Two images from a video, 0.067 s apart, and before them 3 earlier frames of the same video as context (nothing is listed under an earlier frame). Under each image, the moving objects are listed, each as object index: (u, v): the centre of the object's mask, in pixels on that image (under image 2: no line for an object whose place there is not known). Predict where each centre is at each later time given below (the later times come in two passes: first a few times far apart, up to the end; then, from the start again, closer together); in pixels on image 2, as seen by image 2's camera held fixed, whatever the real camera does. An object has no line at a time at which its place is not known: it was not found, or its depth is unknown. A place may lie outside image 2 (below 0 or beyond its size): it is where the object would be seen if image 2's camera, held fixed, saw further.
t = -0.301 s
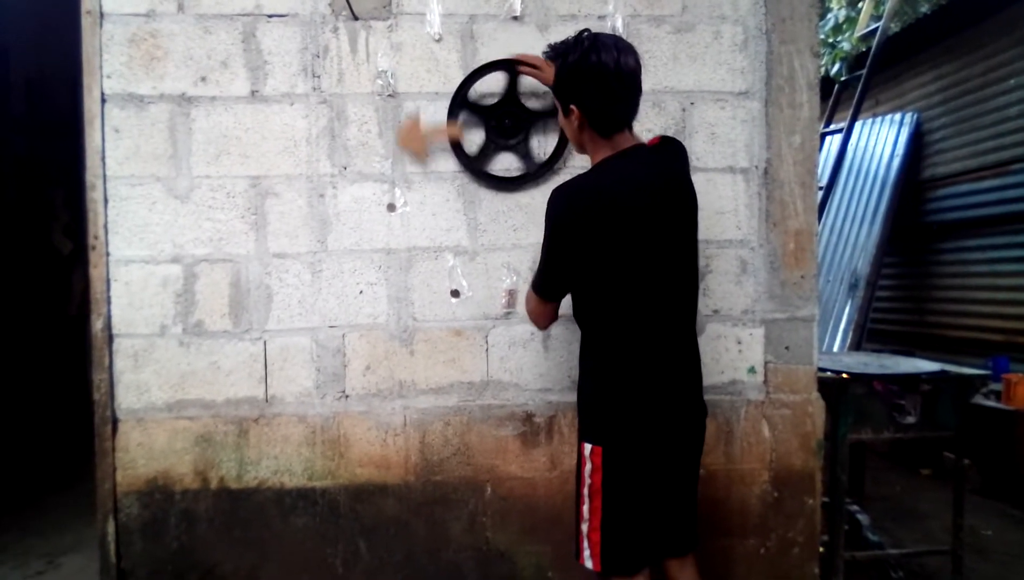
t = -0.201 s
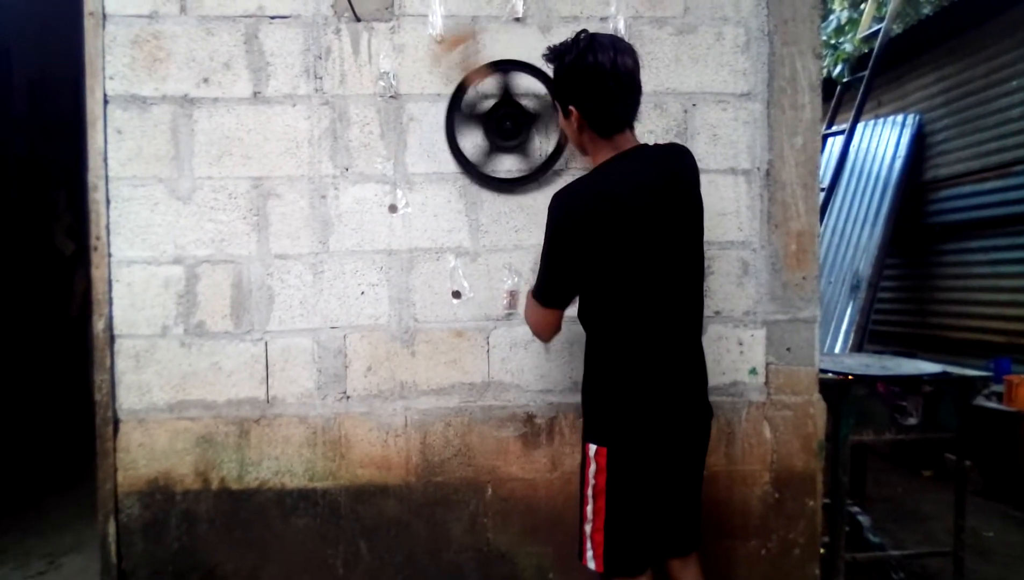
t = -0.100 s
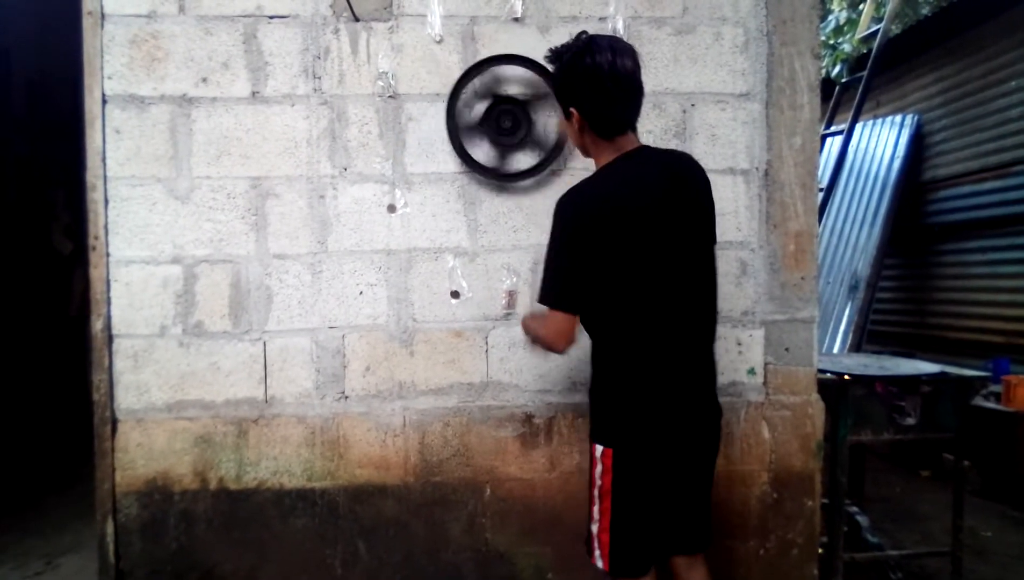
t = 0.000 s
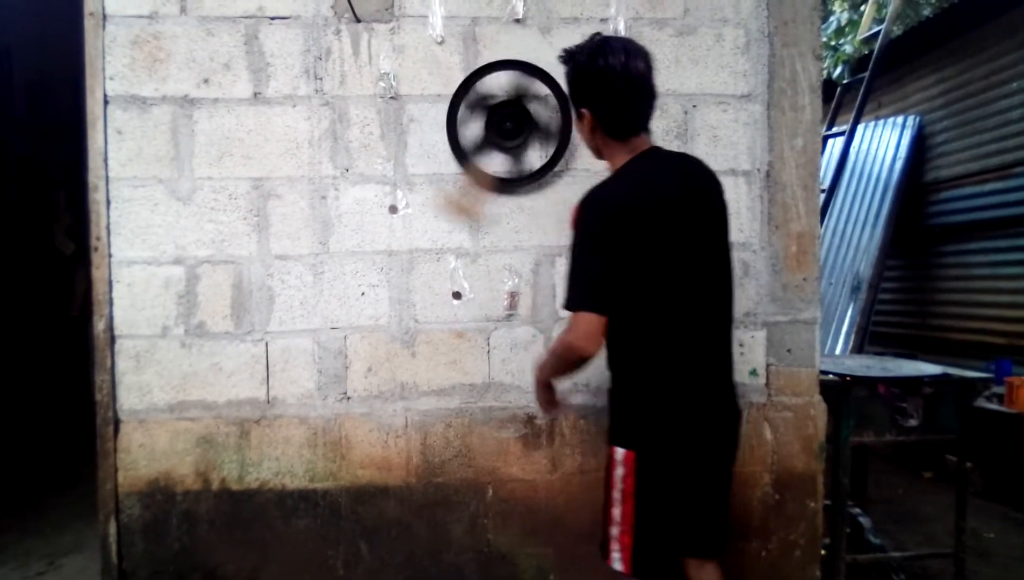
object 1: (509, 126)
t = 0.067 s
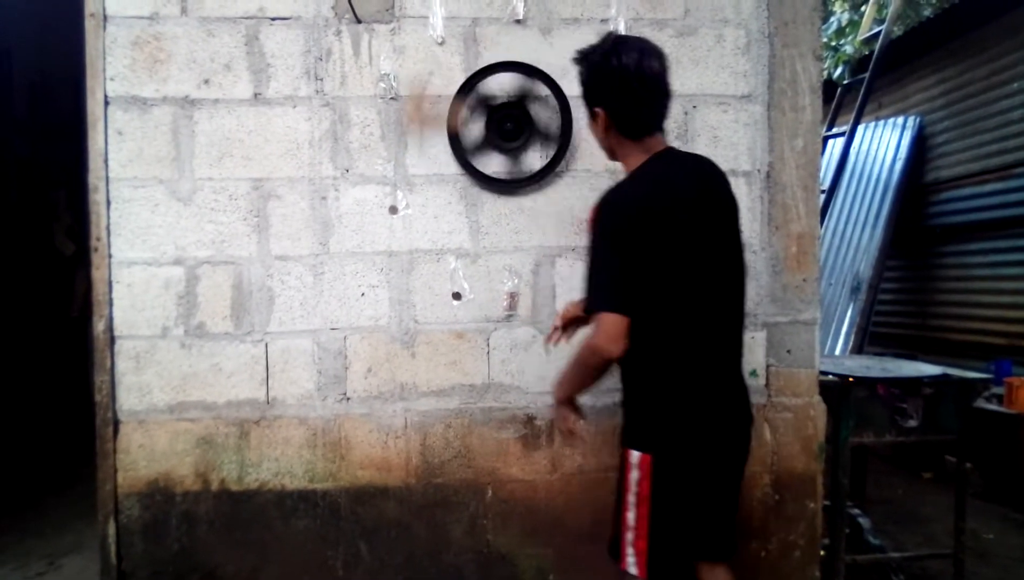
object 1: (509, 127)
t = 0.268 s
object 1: (516, 132)
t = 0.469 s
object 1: (505, 120)
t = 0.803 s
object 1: (503, 127)
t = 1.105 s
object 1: (517, 133)
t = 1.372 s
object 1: (502, 118)
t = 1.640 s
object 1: (518, 130)
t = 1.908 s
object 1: (500, 130)
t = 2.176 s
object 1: (510, 115)
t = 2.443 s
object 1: (521, 126)
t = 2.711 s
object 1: (513, 135)
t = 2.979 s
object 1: (504, 133)
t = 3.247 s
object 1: (500, 127)
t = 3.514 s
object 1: (501, 126)
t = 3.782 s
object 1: (500, 128)
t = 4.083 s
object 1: (500, 128)
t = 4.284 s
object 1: (500, 128)
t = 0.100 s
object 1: (508, 127)
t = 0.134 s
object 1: (505, 126)
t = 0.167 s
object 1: (506, 123)
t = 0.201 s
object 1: (510, 121)
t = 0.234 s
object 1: (512, 122)
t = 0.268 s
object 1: (516, 132)
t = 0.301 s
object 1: (511, 133)
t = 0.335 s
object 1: (508, 132)
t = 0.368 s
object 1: (510, 127)
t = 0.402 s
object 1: (509, 127)
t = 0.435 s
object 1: (508, 127)
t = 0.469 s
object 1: (505, 120)
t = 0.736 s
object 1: (507, 132)
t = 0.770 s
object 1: (504, 129)
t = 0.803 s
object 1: (503, 127)
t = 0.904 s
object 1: (506, 116)
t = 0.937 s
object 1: (505, 124)
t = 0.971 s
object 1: (506, 125)
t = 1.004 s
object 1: (517, 121)
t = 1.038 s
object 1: (523, 125)
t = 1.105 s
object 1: (517, 133)
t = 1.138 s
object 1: (515, 134)
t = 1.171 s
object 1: (510, 134)
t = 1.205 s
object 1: (506, 133)
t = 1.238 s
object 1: (504, 132)
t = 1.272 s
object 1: (502, 129)
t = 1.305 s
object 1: (499, 126)
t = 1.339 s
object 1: (500, 122)
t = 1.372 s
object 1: (502, 118)
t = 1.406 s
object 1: (504, 116)
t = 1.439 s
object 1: (508, 114)
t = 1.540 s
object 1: (518, 118)
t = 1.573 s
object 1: (520, 122)
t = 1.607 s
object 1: (521, 126)
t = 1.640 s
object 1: (518, 130)
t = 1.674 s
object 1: (516, 133)
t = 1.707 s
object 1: (514, 133)
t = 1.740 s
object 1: (511, 134)
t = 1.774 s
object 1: (508, 134)
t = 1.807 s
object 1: (505, 135)
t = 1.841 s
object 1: (503, 133)
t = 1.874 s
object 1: (501, 132)
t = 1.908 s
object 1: (500, 130)
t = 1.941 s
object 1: (500, 127)
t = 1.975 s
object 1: (500, 124)
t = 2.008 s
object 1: (501, 121)
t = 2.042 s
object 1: (502, 119)
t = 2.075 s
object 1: (503, 117)
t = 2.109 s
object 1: (505, 117)
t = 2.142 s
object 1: (507, 116)
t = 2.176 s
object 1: (510, 115)
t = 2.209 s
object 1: (512, 115)
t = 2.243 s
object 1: (513, 116)
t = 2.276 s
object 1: (515, 117)
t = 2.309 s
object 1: (515, 119)
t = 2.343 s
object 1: (518, 120)
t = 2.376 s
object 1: (520, 122)
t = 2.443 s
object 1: (521, 126)
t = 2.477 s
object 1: (520, 128)
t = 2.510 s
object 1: (520, 129)
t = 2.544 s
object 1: (519, 131)
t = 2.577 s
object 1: (518, 132)
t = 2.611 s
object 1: (517, 133)
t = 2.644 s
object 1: (515, 134)
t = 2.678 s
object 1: (514, 134)
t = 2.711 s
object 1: (513, 135)
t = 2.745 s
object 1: (512, 135)
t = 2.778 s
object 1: (511, 135)
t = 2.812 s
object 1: (510, 135)
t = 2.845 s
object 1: (508, 135)
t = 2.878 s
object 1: (506, 135)
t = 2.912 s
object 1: (505, 134)
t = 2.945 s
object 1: (504, 134)
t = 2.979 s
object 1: (504, 133)
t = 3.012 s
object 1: (503, 133)
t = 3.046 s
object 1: (501, 132)
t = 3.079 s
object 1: (501, 131)
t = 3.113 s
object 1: (501, 130)
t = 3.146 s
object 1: (501, 129)
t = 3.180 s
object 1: (501, 128)
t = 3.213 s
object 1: (501, 127)
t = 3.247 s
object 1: (500, 127)
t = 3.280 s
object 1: (500, 126)
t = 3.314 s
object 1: (500, 126)
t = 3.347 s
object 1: (500, 126)
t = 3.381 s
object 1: (500, 125)
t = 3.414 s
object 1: (500, 125)
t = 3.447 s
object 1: (500, 126)
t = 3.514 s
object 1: (501, 126)
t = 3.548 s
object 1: (500, 126)
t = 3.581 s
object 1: (500, 126)
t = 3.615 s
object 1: (500, 126)
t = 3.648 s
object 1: (500, 127)
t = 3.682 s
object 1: (499, 127)
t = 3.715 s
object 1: (500, 127)
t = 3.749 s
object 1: (500, 128)
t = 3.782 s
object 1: (500, 128)
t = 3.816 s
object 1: (500, 128)
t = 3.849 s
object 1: (500, 129)
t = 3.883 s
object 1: (500, 128)
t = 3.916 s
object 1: (500, 128)
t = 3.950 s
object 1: (500, 128)
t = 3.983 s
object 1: (500, 128)
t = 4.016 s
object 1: (500, 128)
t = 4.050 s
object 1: (500, 128)
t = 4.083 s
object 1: (500, 128)
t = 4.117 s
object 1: (500, 128)
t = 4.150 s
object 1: (500, 128)
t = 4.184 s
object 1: (500, 128)
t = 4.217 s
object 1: (500, 128)
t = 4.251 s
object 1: (500, 127)
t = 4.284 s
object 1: (500, 128)
